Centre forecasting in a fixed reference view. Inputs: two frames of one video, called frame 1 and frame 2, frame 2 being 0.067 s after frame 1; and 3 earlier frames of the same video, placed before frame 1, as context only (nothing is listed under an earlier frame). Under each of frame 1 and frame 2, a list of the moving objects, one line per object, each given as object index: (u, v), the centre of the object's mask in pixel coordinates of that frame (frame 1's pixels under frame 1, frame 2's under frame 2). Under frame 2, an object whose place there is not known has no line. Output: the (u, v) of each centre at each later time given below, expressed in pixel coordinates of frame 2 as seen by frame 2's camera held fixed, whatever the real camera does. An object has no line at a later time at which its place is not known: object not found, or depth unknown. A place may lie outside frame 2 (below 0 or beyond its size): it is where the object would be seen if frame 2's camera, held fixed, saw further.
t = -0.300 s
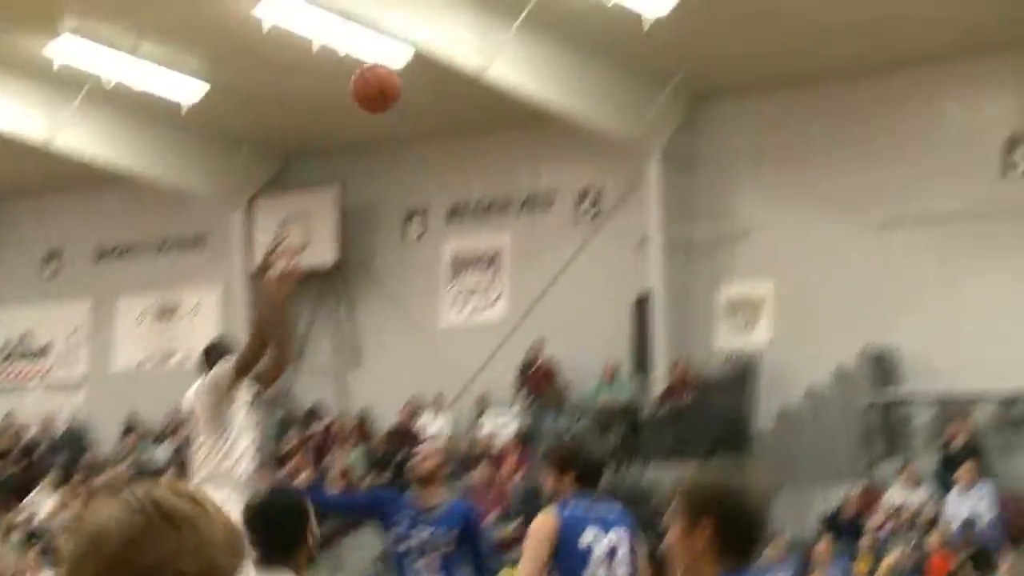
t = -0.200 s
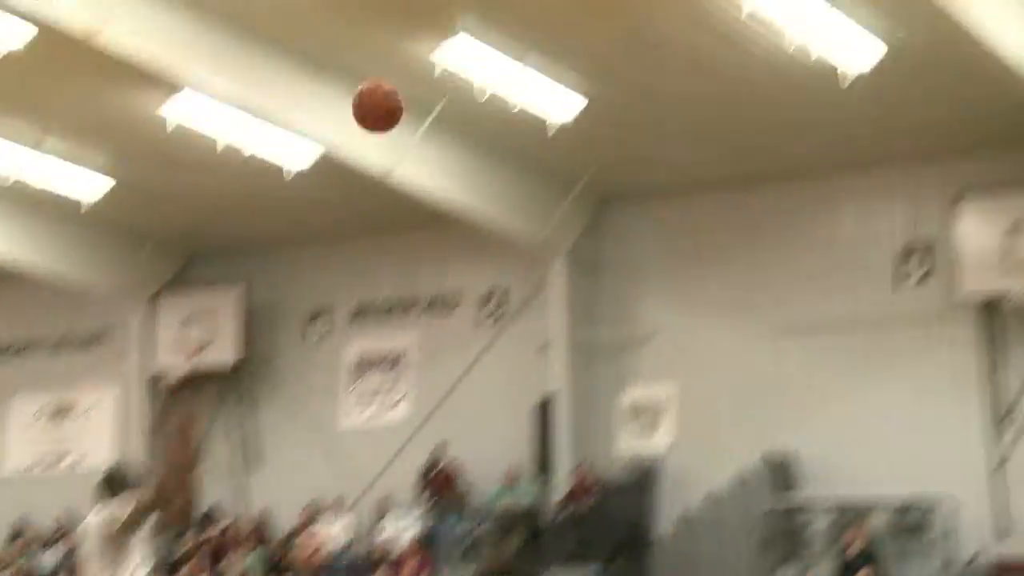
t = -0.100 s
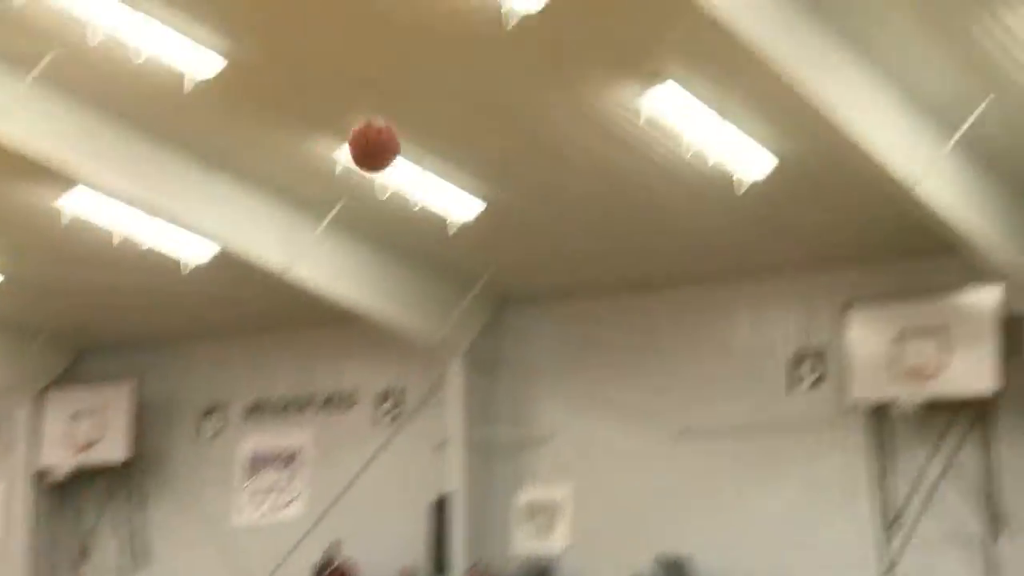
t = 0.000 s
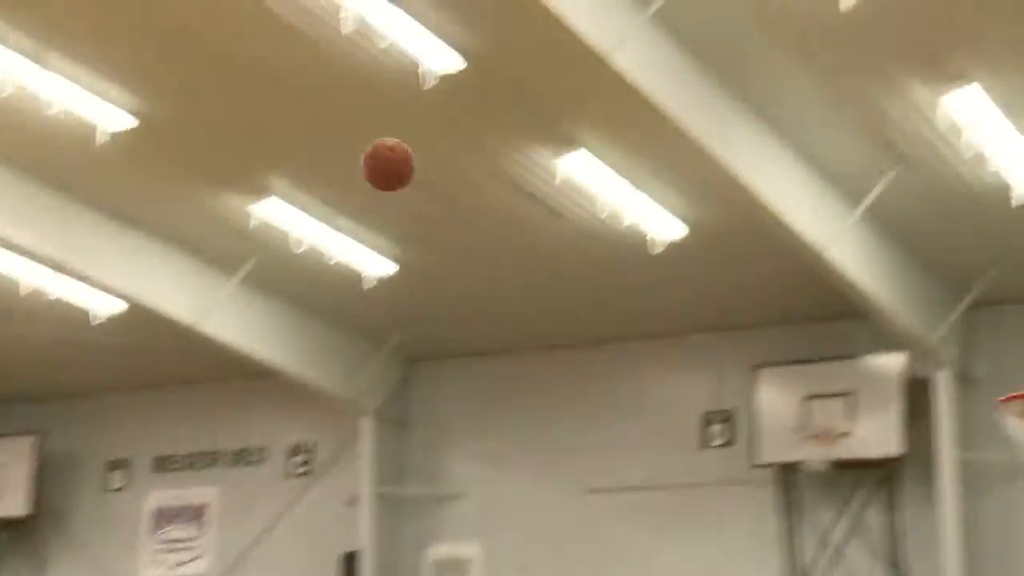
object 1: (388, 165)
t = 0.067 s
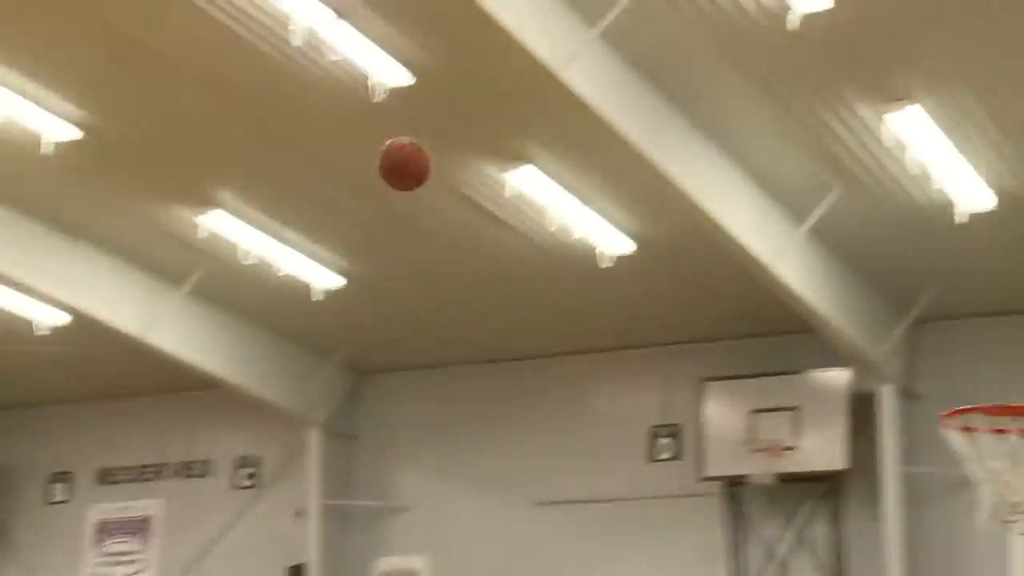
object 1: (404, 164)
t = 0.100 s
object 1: (440, 159)
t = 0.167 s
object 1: (512, 151)
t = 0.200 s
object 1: (550, 156)
